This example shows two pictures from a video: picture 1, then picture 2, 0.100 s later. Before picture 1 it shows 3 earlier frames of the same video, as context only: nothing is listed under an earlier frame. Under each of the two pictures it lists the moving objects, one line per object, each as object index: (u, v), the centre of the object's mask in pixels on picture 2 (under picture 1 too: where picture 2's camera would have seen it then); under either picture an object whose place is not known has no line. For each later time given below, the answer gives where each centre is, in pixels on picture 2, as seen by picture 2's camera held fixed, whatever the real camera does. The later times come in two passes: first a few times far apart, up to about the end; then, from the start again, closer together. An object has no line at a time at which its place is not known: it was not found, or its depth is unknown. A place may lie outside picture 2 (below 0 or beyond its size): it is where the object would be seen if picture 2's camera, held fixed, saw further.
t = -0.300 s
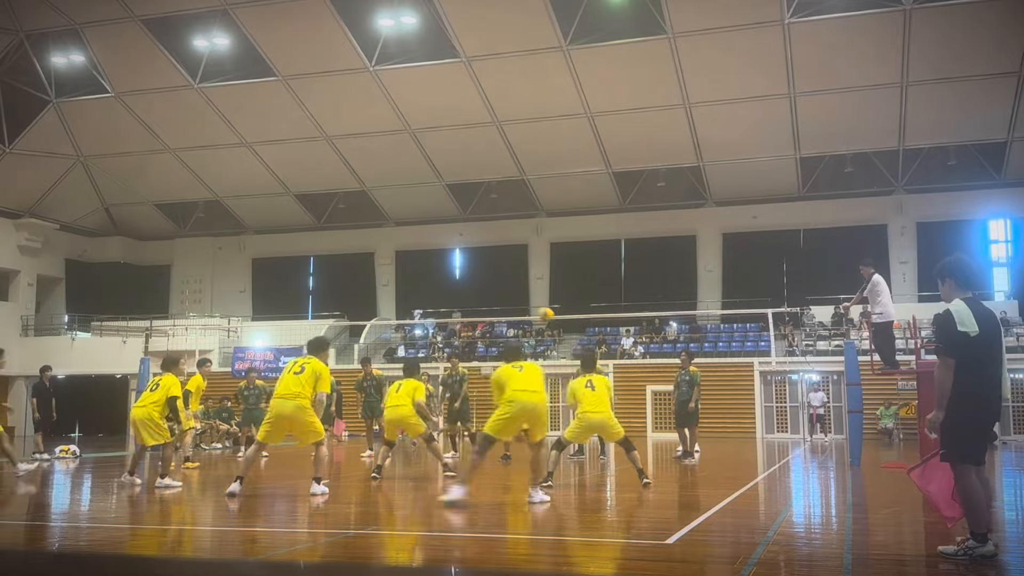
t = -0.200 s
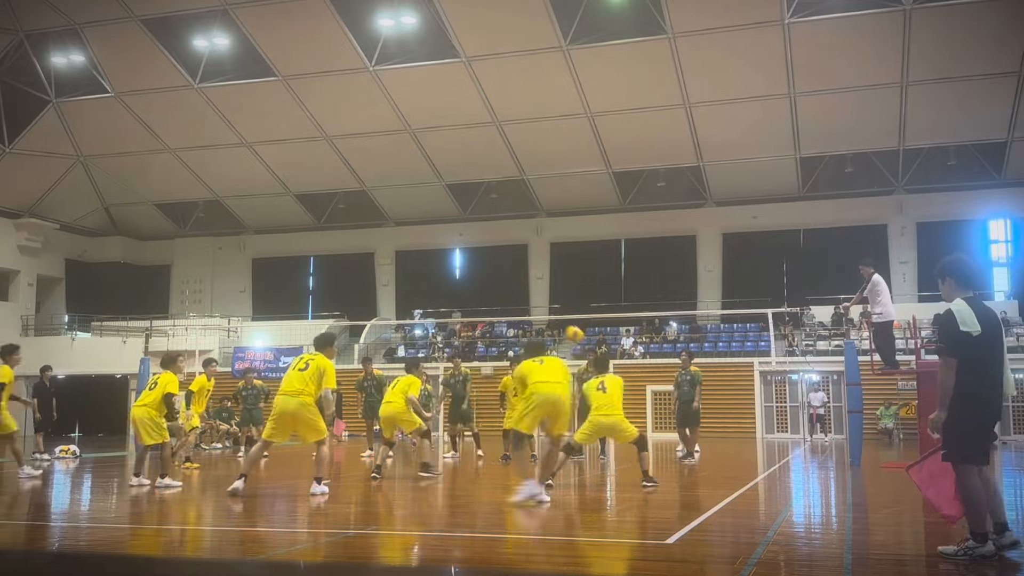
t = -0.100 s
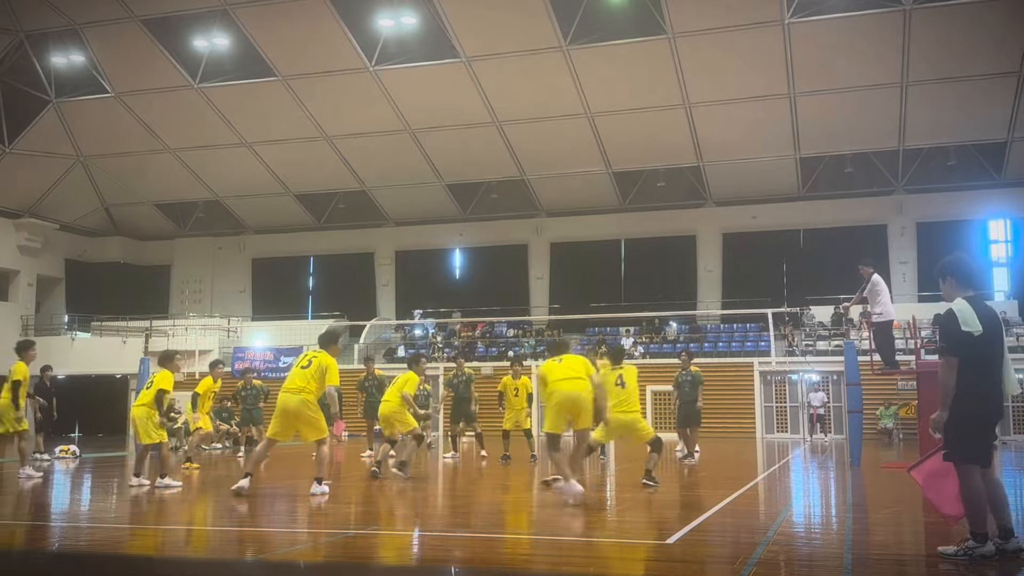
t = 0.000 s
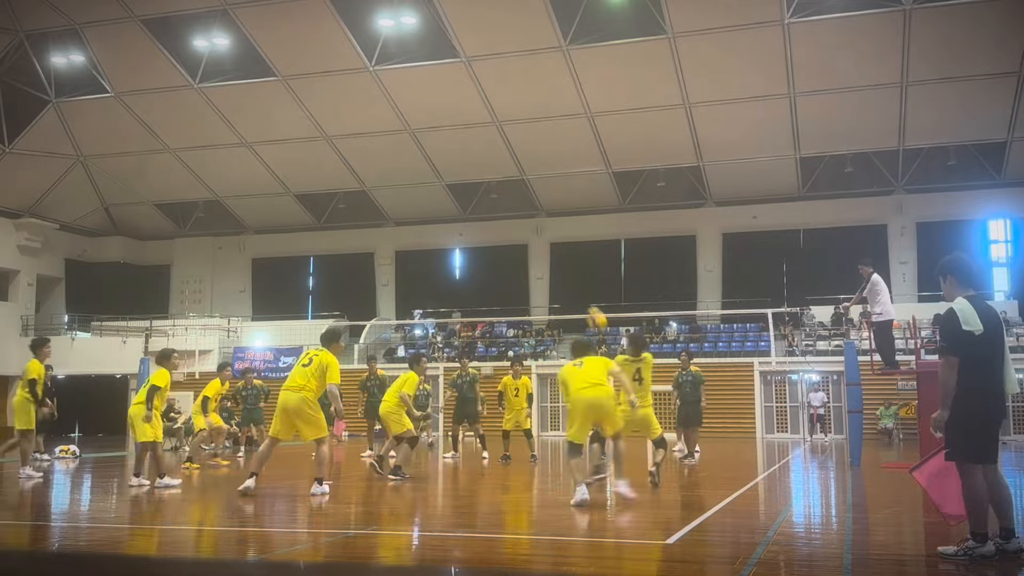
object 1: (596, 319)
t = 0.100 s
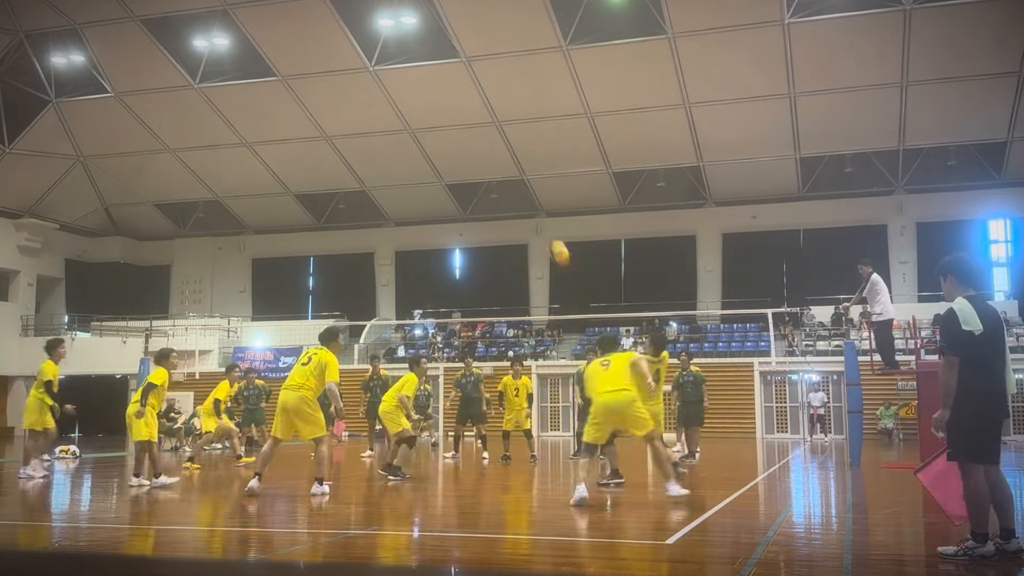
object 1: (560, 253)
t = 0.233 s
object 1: (511, 178)
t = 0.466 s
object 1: (426, 83)
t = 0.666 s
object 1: (351, 40)
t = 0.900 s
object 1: (258, 33)
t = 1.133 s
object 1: (157, 80)
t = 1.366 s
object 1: (51, 186)
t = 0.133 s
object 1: (548, 232)
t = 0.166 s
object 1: (536, 215)
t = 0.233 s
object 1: (511, 178)
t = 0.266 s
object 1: (499, 161)
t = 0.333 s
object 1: (475, 131)
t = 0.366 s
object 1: (463, 119)
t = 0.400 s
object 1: (450, 107)
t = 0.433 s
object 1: (438, 94)
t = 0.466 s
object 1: (426, 83)
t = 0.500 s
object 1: (413, 74)
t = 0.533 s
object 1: (400, 65)
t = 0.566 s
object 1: (388, 57)
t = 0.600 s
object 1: (376, 53)
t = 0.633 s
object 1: (363, 43)
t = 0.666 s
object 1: (351, 40)
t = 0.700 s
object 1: (336, 35)
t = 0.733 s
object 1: (325, 32)
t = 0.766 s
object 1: (311, 30)
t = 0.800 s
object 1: (297, 29)
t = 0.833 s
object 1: (284, 28)
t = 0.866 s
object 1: (271, 29)
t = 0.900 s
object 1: (258, 33)
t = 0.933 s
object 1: (244, 38)
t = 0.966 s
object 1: (231, 41)
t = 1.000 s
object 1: (217, 47)
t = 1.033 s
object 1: (202, 56)
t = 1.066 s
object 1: (186, 60)
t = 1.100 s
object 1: (173, 71)
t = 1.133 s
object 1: (157, 80)
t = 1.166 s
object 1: (143, 89)
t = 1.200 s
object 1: (129, 104)
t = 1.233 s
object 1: (113, 117)
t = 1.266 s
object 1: (98, 133)
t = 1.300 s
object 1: (82, 150)
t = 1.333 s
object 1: (68, 167)
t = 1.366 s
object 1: (51, 186)
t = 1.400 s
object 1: (35, 209)
